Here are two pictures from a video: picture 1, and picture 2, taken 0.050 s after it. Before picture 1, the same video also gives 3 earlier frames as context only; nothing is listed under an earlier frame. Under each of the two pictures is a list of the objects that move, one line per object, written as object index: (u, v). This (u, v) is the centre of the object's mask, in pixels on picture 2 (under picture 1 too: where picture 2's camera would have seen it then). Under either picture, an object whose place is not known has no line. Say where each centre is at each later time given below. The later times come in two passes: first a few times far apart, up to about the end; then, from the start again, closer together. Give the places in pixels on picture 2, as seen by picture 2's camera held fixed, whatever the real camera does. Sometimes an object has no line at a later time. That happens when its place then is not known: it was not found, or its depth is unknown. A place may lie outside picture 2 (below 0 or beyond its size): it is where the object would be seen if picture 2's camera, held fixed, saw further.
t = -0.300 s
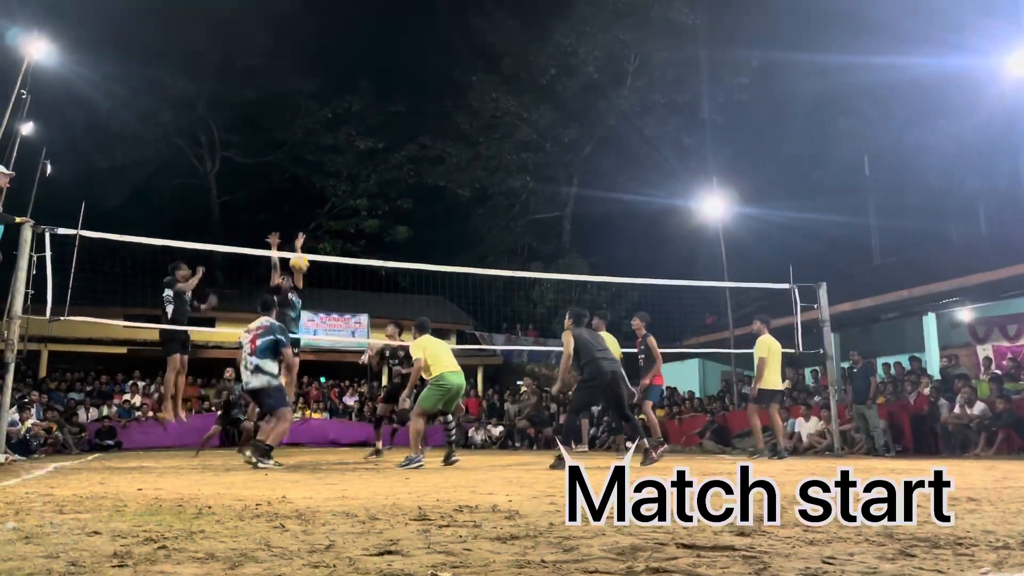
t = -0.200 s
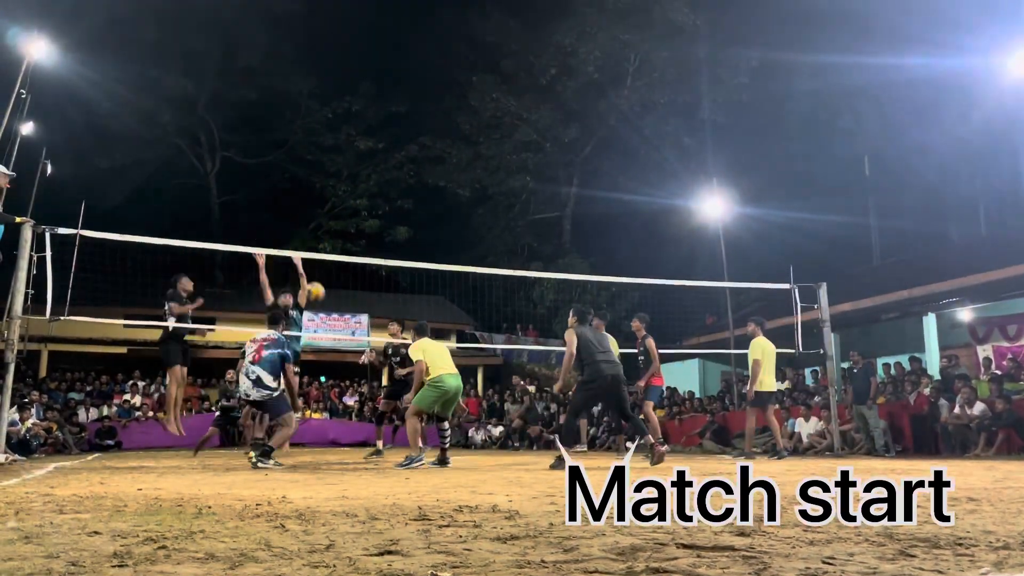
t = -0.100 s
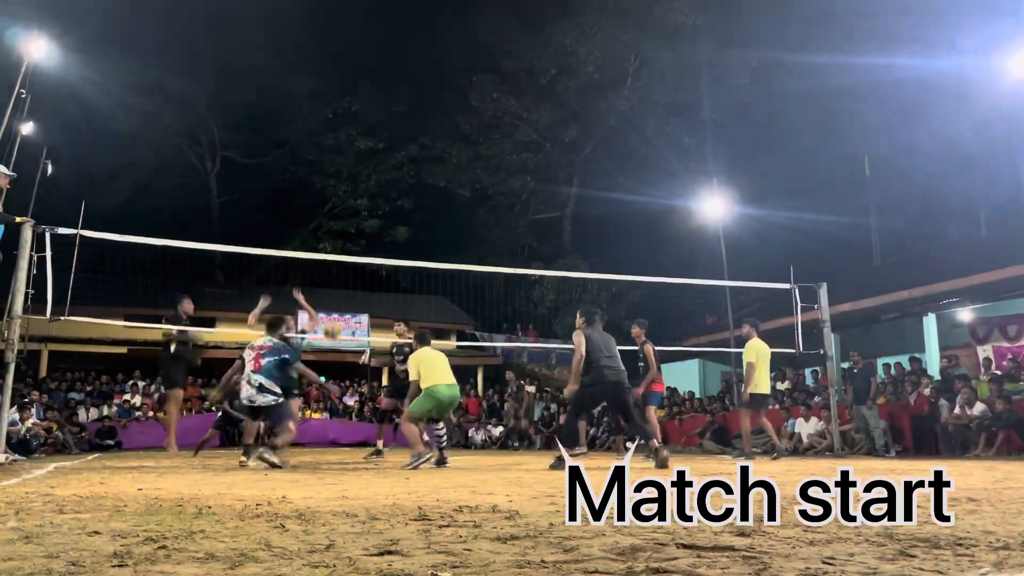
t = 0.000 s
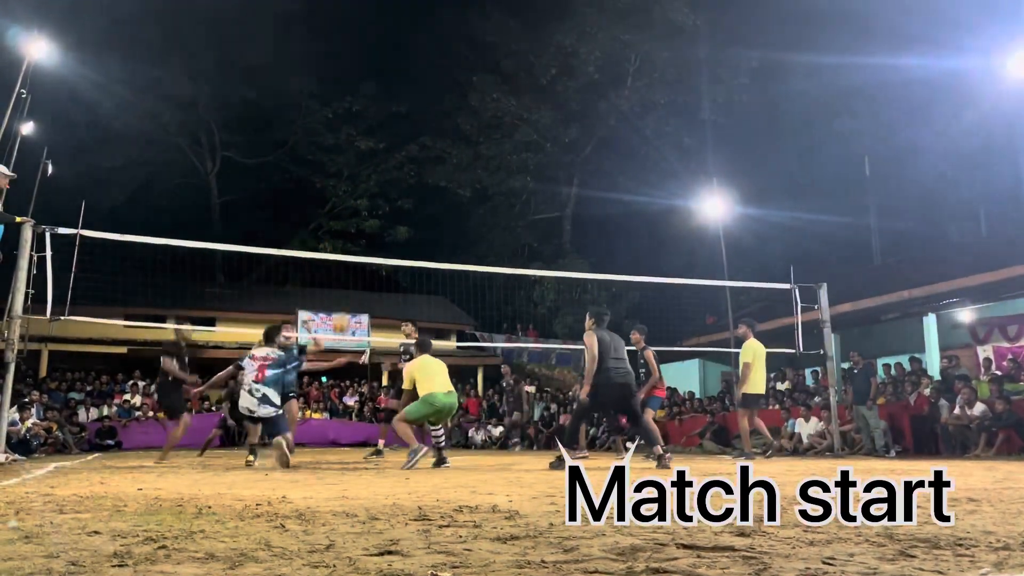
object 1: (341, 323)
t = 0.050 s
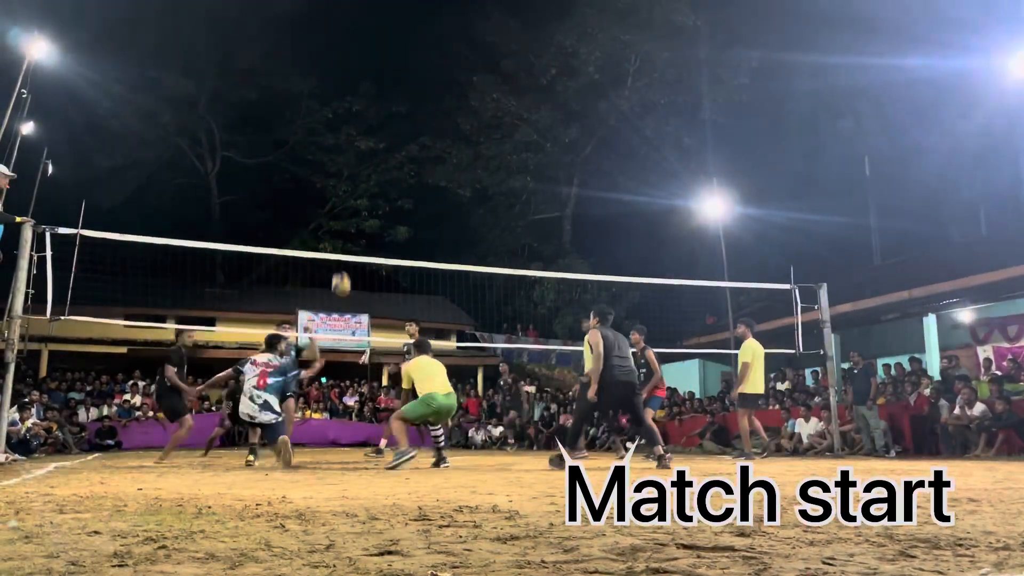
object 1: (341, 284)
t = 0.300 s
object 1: (337, 136)
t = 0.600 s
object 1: (330, 48)
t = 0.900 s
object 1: (321, 28)
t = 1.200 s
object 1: (311, 61)
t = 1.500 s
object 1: (300, 137)
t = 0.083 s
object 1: (341, 259)
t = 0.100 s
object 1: (340, 246)
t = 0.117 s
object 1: (340, 235)
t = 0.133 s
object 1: (340, 226)
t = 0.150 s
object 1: (340, 215)
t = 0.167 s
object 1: (339, 205)
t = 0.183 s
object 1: (339, 195)
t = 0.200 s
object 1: (339, 185)
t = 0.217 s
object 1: (338, 177)
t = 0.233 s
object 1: (338, 168)
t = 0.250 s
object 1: (338, 159)
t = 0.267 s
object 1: (337, 151)
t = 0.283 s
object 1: (337, 144)
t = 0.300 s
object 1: (337, 136)
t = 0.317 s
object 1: (336, 129)
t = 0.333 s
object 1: (336, 122)
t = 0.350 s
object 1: (335, 115)
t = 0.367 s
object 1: (335, 110)
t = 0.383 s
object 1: (335, 103)
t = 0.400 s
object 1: (335, 98)
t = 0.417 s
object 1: (334, 92)
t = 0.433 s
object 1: (333, 87)
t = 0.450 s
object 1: (333, 82)
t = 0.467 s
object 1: (333, 77)
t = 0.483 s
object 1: (332, 73)
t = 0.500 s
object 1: (332, 68)
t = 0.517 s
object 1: (332, 65)
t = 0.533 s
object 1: (331, 61)
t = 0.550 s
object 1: (331, 57)
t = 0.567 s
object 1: (330, 54)
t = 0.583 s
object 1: (330, 51)
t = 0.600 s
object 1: (330, 48)
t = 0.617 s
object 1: (329, 45)
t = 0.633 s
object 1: (329, 43)
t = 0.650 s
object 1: (328, 41)
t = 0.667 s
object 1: (328, 39)
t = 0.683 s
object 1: (327, 36)
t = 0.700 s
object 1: (327, 35)
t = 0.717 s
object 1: (326, 33)
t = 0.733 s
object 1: (326, 32)
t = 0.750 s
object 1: (326, 31)
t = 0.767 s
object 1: (325, 30)
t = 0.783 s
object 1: (325, 29)
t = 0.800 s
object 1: (324, 28)
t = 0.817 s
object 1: (324, 28)
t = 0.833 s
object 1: (323, 28)
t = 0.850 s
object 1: (323, 28)
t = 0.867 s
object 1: (323, 28)
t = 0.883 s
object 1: (322, 28)
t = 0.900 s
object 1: (321, 28)
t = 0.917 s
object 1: (321, 29)
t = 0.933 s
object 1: (320, 30)
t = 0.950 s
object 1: (320, 31)
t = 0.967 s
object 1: (319, 32)
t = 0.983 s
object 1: (319, 33)
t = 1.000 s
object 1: (318, 34)
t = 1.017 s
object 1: (318, 35)
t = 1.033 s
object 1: (317, 37)
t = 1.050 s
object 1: (316, 39)
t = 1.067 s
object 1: (316, 41)
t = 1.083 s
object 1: (315, 43)
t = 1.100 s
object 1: (315, 45)
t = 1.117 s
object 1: (314, 47)
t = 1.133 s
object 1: (314, 50)
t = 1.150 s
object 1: (313, 52)
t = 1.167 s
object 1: (313, 55)
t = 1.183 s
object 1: (312, 58)
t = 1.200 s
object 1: (311, 61)
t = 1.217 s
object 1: (311, 65)
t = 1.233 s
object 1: (310, 67)
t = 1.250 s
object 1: (310, 71)
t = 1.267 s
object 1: (309, 74)
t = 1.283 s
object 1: (308, 78)
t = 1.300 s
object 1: (308, 82)
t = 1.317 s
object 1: (307, 86)
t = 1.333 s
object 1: (307, 90)
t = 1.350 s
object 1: (306, 94)
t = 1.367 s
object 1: (305, 98)
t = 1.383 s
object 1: (305, 102)
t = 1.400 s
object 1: (304, 107)
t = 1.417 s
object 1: (303, 112)
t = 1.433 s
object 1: (303, 117)
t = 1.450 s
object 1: (302, 121)
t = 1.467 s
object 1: (301, 126)
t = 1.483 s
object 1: (301, 132)
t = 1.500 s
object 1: (300, 137)
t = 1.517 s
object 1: (299, 142)
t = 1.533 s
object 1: (298, 148)
